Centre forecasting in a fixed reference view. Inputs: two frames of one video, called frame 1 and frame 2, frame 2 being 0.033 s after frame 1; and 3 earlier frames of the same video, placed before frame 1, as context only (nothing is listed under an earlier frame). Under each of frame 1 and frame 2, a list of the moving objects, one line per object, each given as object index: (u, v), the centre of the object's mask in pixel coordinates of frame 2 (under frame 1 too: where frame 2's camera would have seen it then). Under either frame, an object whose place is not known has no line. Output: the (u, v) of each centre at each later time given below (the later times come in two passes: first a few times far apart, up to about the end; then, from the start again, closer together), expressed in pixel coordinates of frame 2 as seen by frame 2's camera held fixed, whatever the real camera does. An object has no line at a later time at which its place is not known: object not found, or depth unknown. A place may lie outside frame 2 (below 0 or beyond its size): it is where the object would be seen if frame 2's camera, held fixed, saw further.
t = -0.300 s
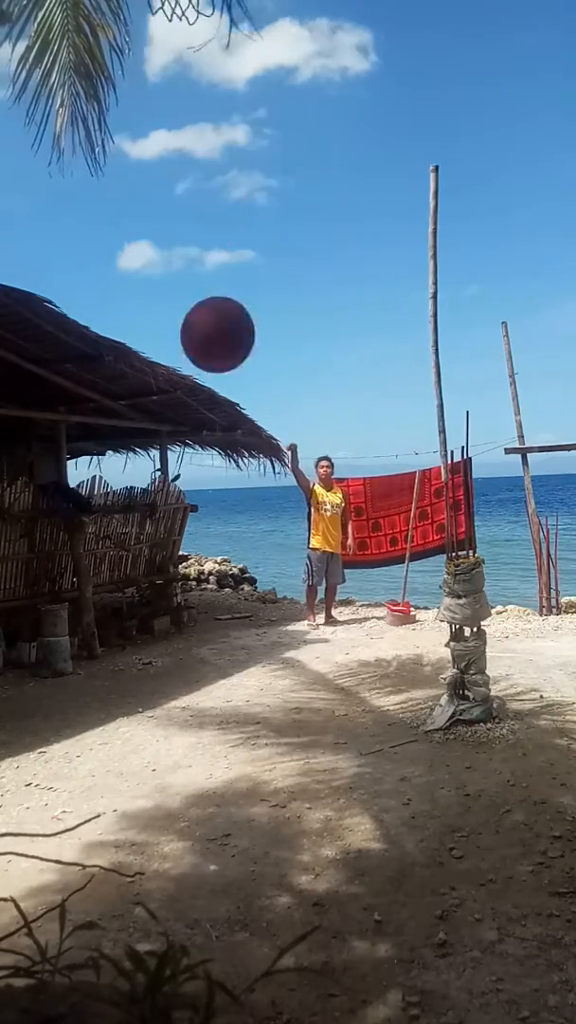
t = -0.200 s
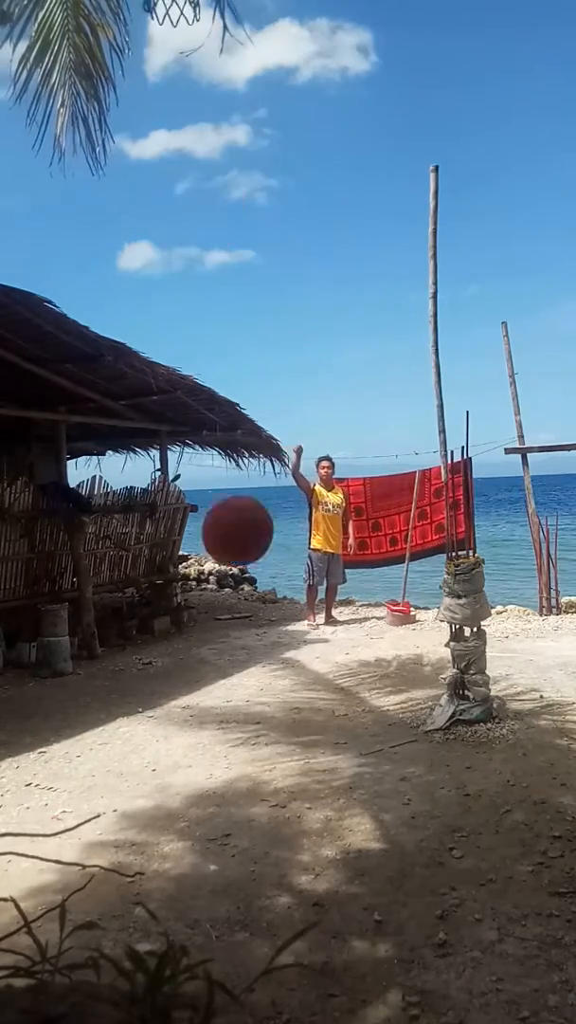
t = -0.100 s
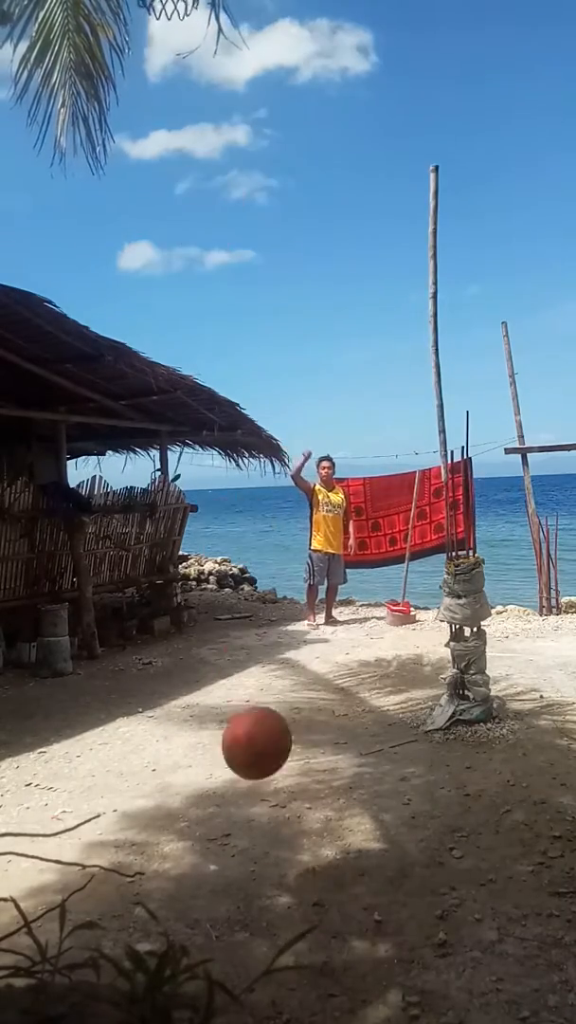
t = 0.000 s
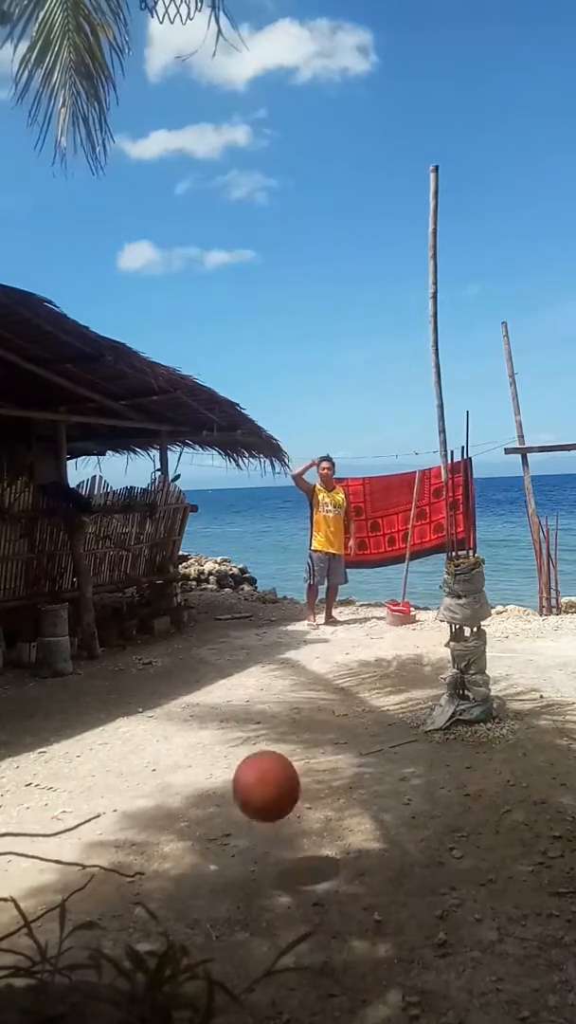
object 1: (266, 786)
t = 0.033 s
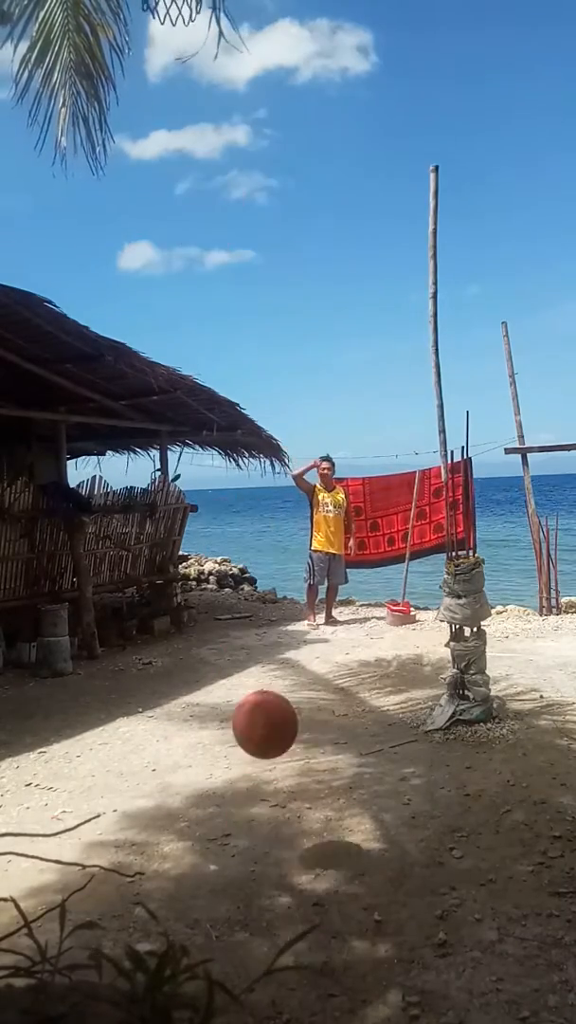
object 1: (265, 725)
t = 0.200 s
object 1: (262, 497)
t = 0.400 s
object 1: (262, 354)
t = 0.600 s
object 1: (266, 319)
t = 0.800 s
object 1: (273, 363)
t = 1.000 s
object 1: (282, 465)
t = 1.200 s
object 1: (292, 612)
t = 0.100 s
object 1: (263, 618)
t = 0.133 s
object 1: (263, 573)
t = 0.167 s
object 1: (263, 533)
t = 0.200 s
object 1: (262, 497)
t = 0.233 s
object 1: (261, 464)
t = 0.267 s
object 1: (261, 435)
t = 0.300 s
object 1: (262, 410)
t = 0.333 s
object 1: (262, 388)
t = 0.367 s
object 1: (262, 370)
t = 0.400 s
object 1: (262, 354)
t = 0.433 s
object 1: (263, 342)
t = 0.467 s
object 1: (263, 332)
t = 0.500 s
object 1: (264, 325)
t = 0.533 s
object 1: (265, 320)
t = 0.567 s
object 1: (265, 318)
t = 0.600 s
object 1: (266, 319)
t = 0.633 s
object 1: (267, 321)
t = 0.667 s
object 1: (268, 326)
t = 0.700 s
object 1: (269, 332)
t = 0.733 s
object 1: (271, 341)
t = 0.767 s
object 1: (272, 351)
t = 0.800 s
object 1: (273, 363)
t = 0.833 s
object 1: (274, 376)
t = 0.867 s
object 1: (276, 392)
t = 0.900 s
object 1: (277, 408)
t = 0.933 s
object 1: (279, 426)
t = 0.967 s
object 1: (280, 445)
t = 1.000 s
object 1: (282, 465)
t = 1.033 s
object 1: (283, 488)
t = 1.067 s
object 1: (285, 510)
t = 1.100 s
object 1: (287, 534)
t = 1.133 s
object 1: (289, 559)
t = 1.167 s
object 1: (290, 586)
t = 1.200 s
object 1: (292, 612)
